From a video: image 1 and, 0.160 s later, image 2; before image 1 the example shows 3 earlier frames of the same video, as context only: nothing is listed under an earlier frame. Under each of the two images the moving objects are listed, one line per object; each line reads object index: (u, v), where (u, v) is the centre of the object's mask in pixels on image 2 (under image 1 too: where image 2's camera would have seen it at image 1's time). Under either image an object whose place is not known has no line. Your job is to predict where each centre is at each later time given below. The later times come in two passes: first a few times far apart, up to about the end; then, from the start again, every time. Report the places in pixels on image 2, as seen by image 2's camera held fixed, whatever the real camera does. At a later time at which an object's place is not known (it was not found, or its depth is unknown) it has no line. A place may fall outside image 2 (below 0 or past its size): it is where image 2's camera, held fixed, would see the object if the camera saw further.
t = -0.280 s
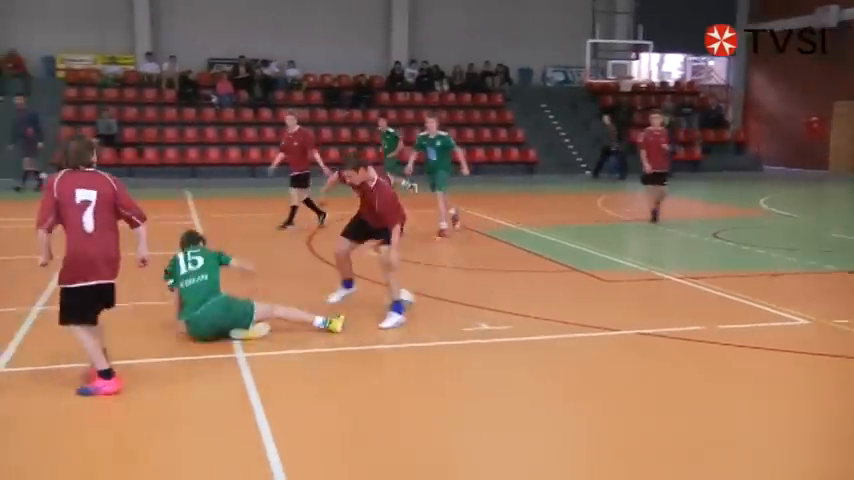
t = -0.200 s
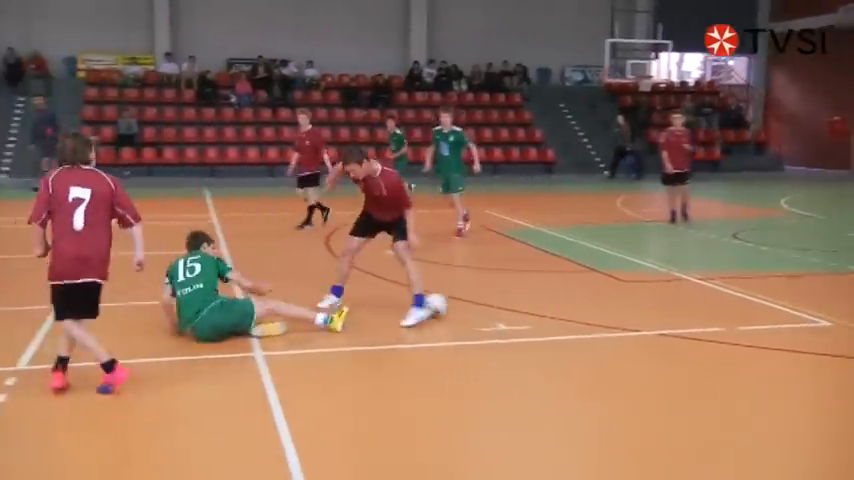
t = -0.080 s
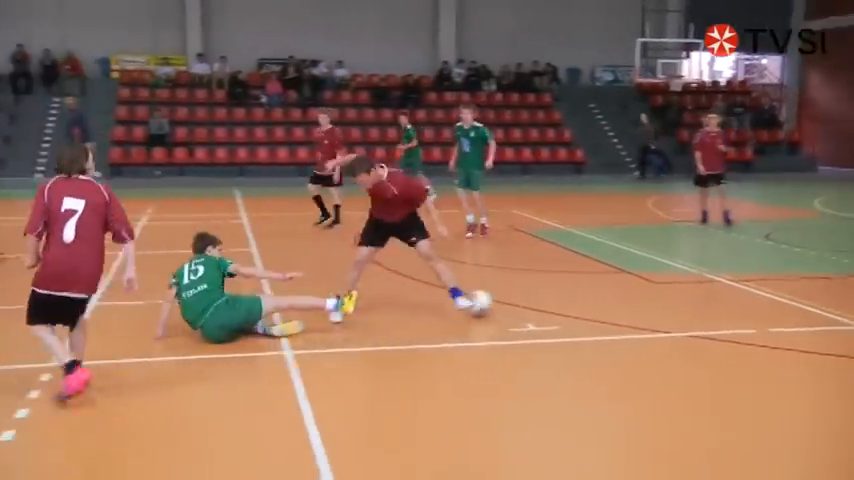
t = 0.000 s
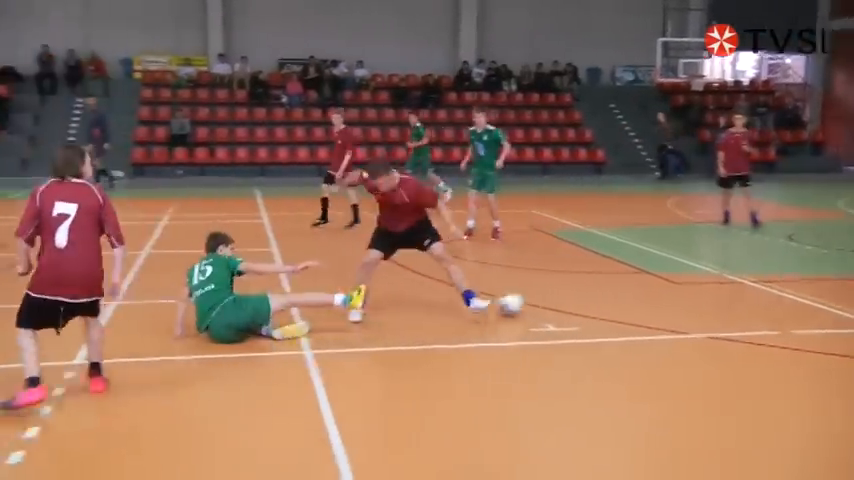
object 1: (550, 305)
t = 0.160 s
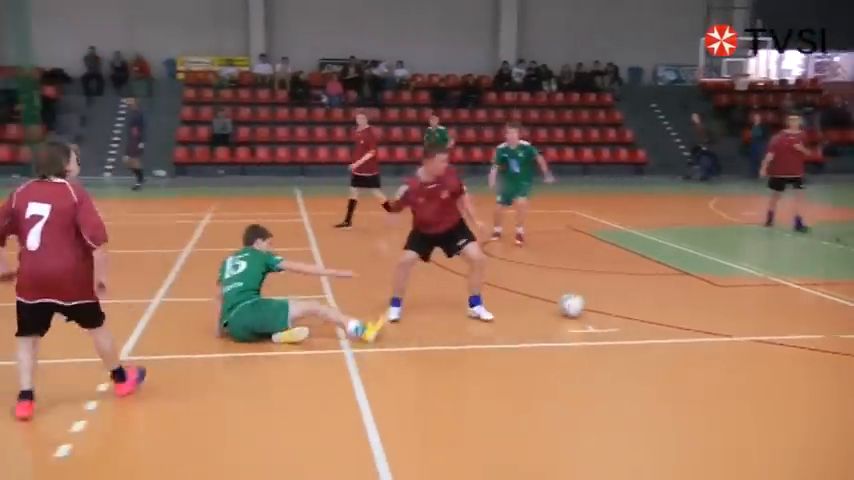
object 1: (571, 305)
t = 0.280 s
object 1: (585, 304)
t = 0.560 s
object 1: (623, 304)
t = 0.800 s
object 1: (653, 303)
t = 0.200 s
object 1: (576, 305)
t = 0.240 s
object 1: (581, 304)
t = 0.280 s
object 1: (585, 304)
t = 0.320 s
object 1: (591, 304)
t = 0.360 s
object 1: (596, 303)
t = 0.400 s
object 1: (602, 303)
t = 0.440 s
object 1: (608, 303)
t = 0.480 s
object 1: (613, 304)
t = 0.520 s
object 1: (618, 304)
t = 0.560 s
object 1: (623, 304)
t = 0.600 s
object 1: (627, 303)
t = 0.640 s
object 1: (632, 303)
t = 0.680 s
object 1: (637, 303)
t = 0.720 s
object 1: (643, 303)
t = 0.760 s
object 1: (648, 303)
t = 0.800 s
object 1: (653, 303)
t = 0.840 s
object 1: (657, 303)
